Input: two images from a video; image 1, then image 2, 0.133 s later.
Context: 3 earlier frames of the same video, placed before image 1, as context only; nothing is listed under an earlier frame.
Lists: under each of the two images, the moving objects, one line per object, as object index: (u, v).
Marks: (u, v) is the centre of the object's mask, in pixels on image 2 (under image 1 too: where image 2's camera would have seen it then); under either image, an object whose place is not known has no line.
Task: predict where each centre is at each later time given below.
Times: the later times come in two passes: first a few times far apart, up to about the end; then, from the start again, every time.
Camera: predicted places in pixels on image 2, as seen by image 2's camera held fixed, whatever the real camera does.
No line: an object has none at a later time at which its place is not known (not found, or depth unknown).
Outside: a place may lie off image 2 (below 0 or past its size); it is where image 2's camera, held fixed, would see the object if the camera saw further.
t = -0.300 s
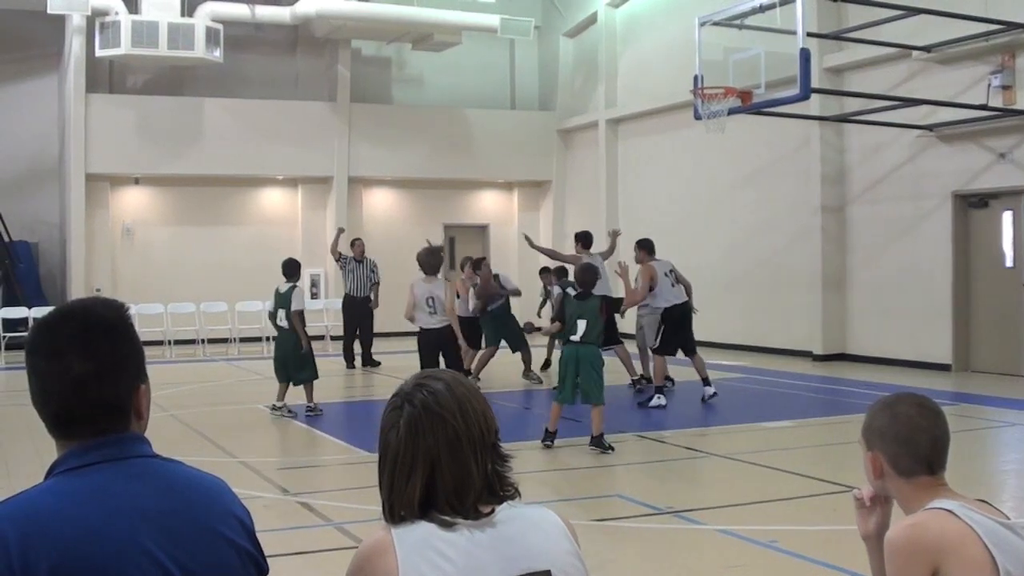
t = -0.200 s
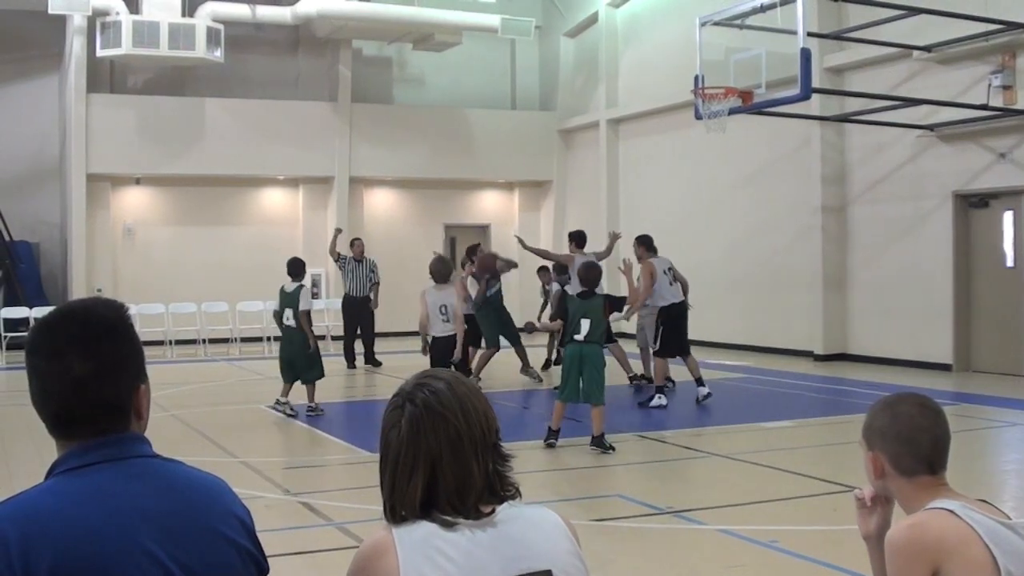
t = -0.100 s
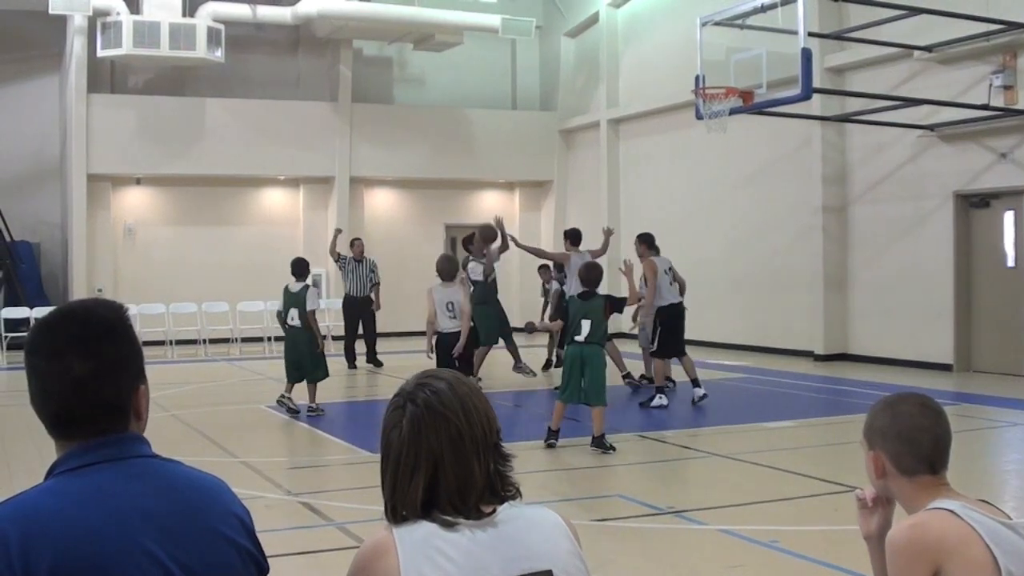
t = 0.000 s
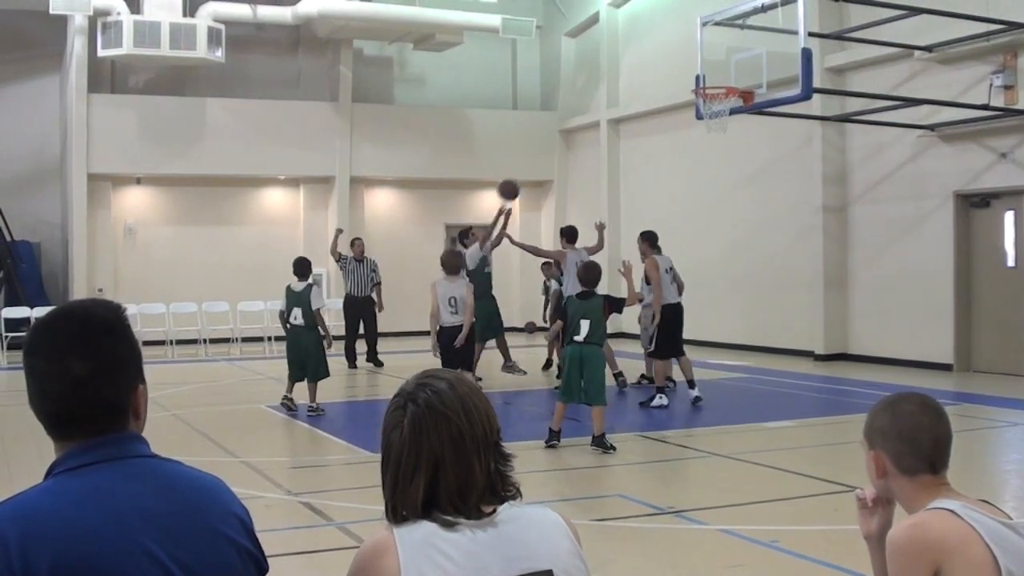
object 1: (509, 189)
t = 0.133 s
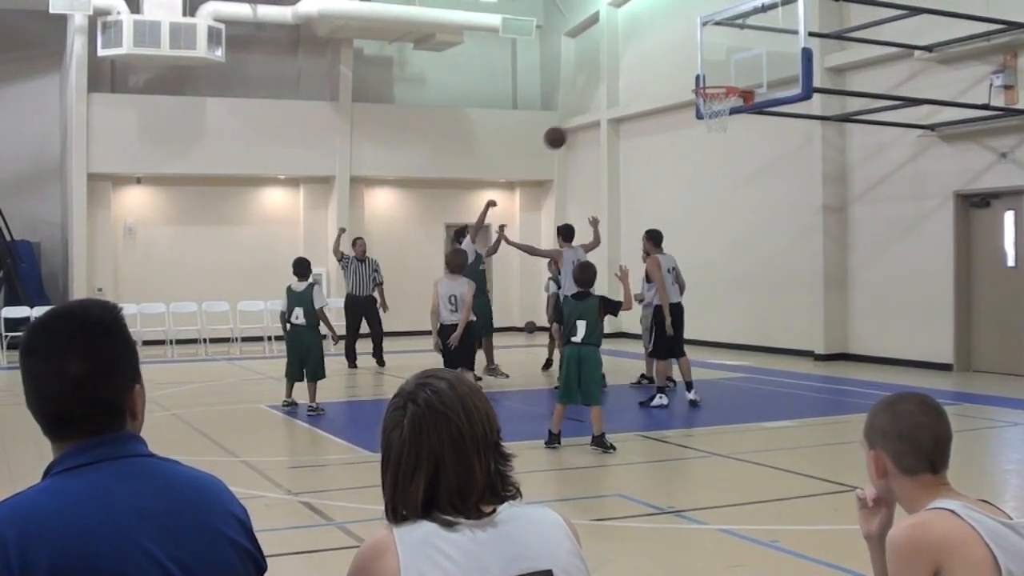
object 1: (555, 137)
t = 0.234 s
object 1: (591, 108)
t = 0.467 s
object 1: (678, 75)
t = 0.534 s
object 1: (703, 75)
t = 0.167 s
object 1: (567, 127)
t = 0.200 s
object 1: (579, 116)
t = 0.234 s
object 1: (591, 108)
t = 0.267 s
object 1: (603, 100)
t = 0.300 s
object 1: (616, 94)
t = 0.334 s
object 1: (628, 88)
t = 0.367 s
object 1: (641, 83)
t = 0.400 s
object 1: (654, 79)
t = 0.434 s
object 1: (666, 76)
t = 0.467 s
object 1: (678, 75)
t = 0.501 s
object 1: (690, 74)
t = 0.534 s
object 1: (703, 75)
